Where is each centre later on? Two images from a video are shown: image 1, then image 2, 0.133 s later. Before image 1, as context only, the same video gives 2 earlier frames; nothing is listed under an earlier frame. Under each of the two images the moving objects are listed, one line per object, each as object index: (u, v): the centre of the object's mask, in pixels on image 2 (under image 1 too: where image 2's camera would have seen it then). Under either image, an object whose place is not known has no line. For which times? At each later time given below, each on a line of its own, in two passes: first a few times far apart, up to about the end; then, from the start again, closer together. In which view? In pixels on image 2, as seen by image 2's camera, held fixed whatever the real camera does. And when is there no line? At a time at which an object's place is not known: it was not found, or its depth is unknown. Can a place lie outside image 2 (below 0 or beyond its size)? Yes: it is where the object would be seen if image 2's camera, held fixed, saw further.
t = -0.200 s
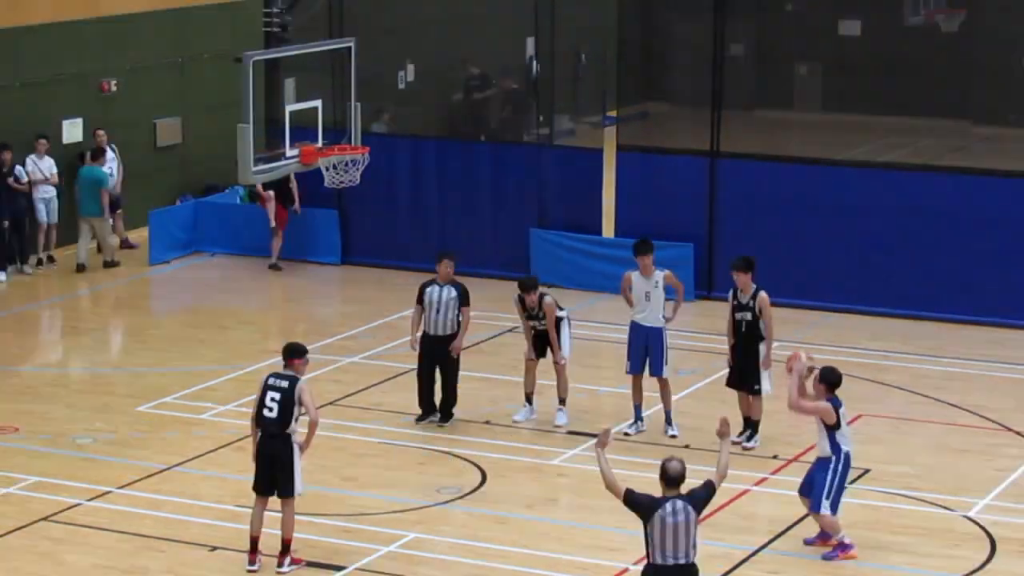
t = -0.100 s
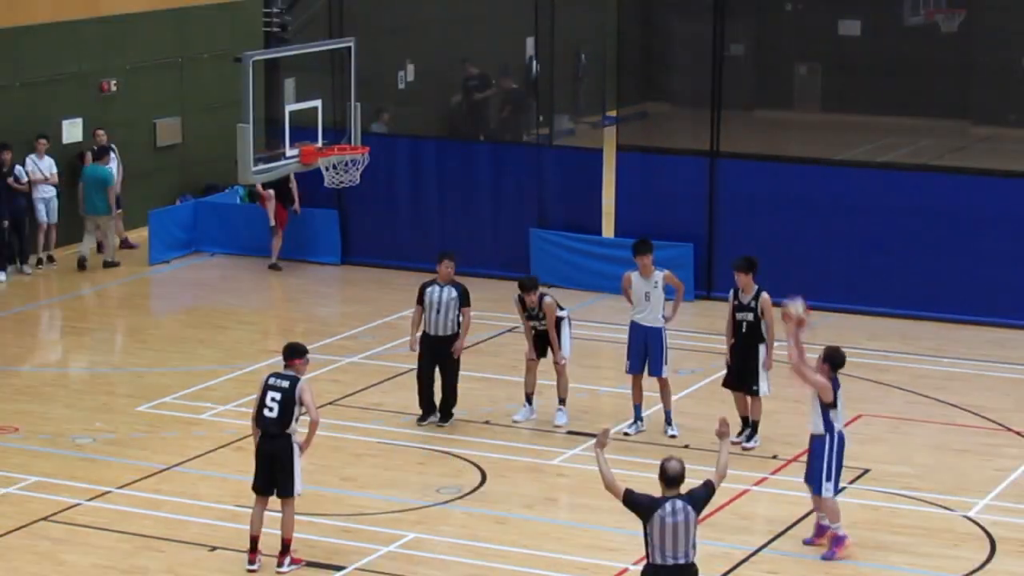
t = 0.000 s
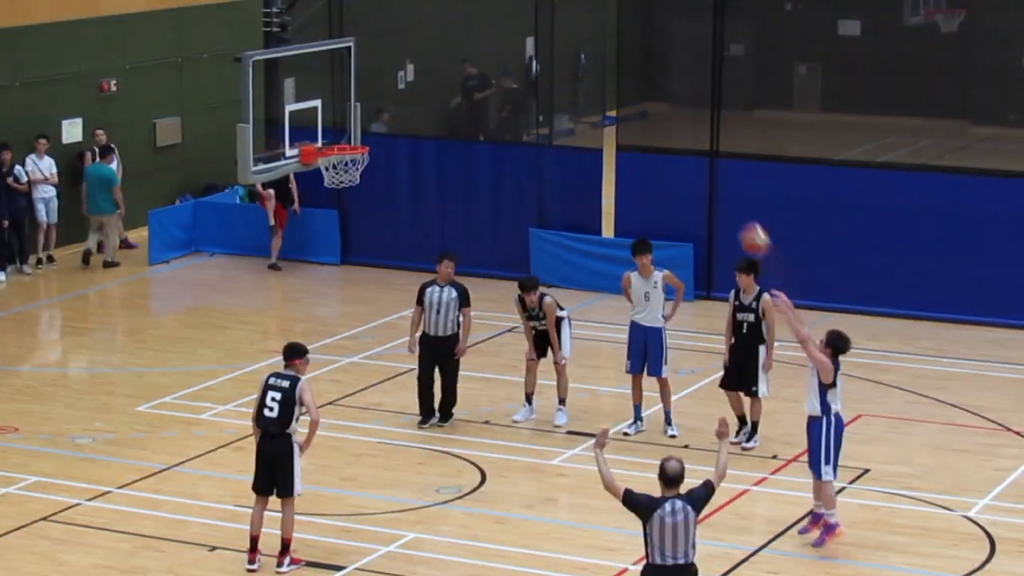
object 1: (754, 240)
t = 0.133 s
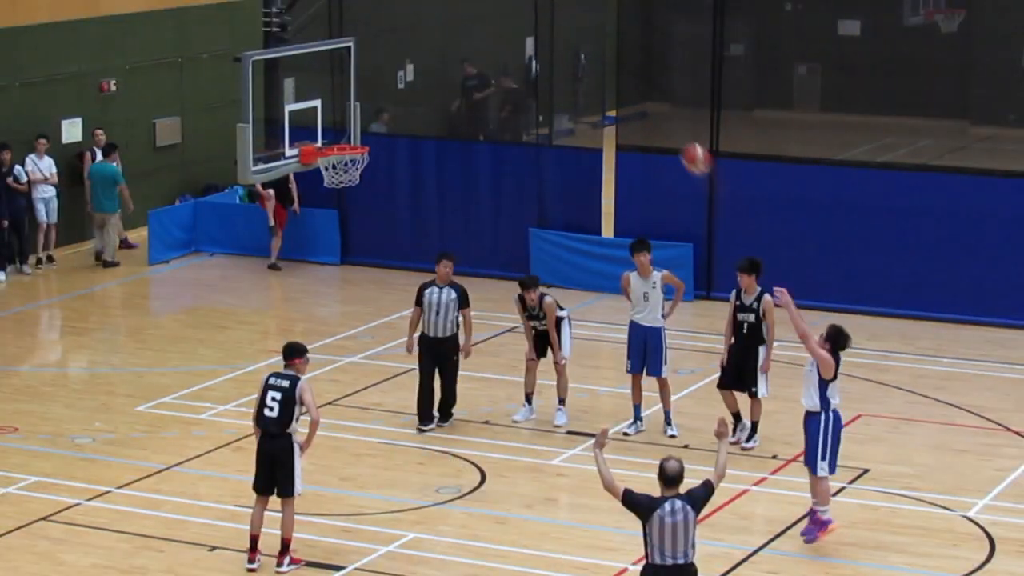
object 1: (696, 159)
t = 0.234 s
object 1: (653, 113)
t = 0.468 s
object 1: (554, 54)
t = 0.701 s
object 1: (463, 56)
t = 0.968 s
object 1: (363, 130)
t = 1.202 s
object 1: (340, 196)
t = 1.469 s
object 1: (369, 321)
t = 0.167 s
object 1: (681, 142)
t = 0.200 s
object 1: (668, 127)
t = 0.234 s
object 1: (653, 113)
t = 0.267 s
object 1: (639, 100)
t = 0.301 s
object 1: (625, 89)
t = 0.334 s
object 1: (611, 80)
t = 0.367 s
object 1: (597, 72)
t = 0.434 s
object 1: (569, 58)
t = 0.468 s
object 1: (554, 54)
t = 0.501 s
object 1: (541, 50)
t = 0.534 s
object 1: (528, 48)
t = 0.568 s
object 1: (514, 48)
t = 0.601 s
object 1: (502, 47)
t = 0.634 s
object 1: (488, 49)
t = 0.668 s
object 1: (476, 52)
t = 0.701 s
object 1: (463, 56)
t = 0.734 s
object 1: (449, 62)
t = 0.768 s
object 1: (436, 68)
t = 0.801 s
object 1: (425, 75)
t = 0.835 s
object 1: (412, 85)
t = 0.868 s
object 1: (399, 95)
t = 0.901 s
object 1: (386, 106)
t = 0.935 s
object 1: (375, 118)
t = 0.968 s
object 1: (363, 130)
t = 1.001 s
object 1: (349, 138)
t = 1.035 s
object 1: (339, 143)
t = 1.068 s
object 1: (331, 153)
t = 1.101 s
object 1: (330, 167)
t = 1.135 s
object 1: (332, 175)
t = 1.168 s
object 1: (335, 184)
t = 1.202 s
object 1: (340, 196)
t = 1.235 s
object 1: (344, 206)
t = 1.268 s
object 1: (348, 219)
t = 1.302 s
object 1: (351, 234)
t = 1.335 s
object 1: (355, 250)
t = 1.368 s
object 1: (359, 265)
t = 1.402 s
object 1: (363, 283)
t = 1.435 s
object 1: (367, 302)
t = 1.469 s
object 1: (369, 321)
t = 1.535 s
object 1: (376, 366)
